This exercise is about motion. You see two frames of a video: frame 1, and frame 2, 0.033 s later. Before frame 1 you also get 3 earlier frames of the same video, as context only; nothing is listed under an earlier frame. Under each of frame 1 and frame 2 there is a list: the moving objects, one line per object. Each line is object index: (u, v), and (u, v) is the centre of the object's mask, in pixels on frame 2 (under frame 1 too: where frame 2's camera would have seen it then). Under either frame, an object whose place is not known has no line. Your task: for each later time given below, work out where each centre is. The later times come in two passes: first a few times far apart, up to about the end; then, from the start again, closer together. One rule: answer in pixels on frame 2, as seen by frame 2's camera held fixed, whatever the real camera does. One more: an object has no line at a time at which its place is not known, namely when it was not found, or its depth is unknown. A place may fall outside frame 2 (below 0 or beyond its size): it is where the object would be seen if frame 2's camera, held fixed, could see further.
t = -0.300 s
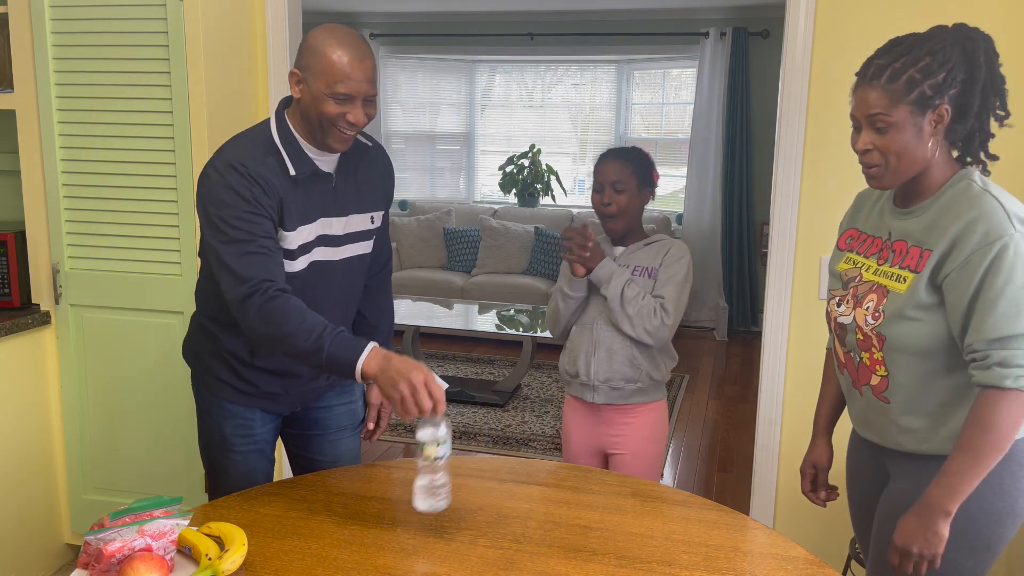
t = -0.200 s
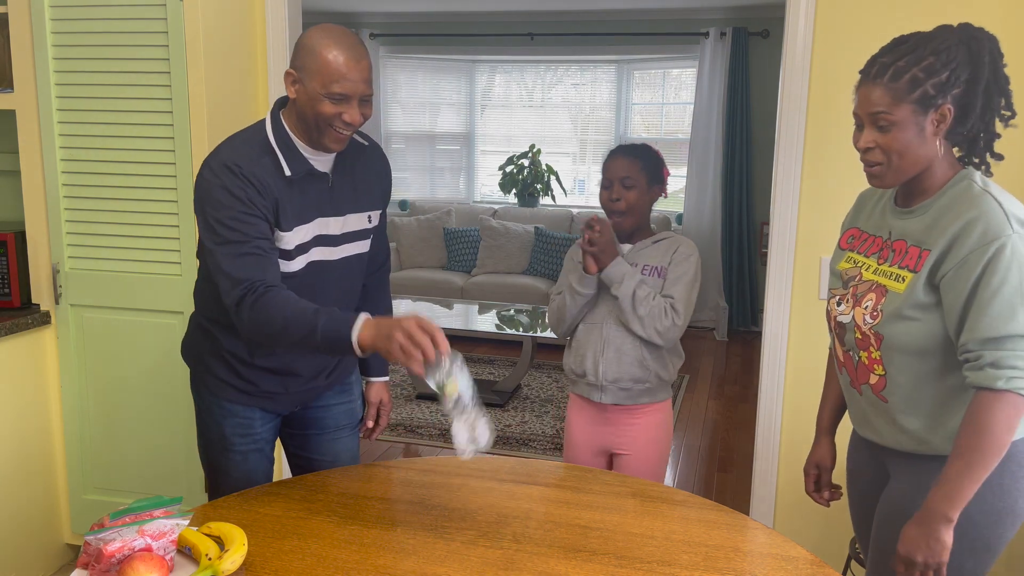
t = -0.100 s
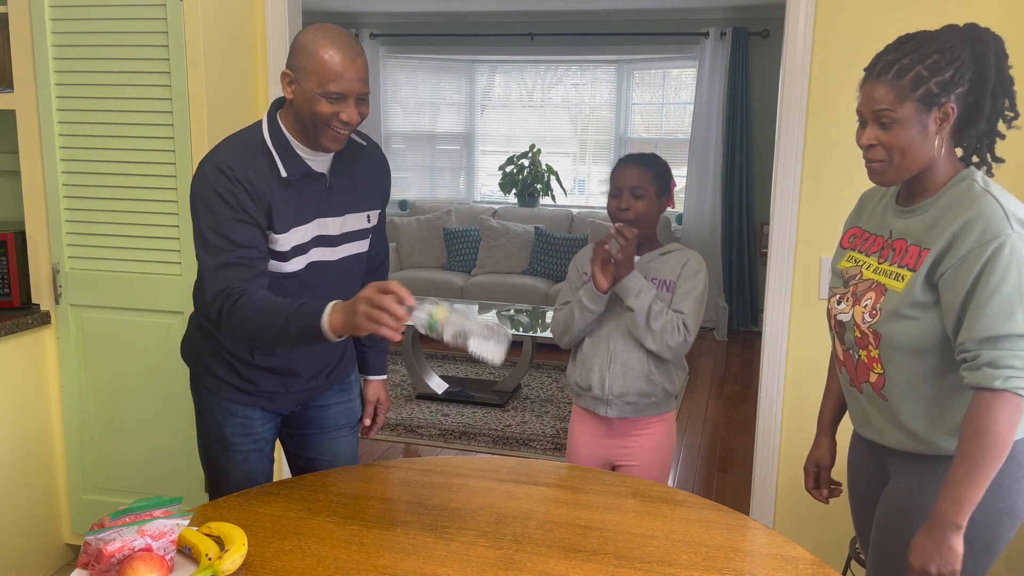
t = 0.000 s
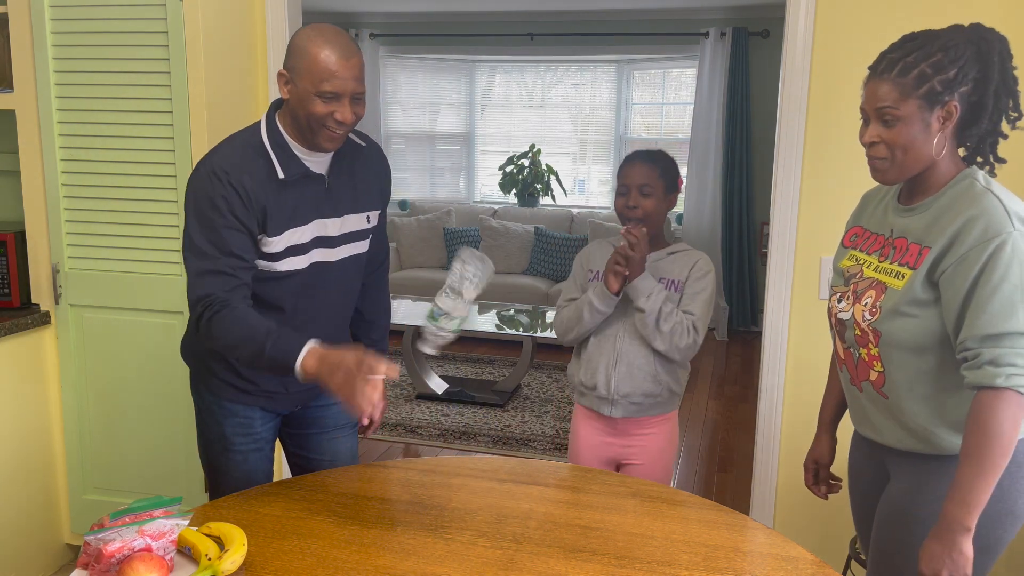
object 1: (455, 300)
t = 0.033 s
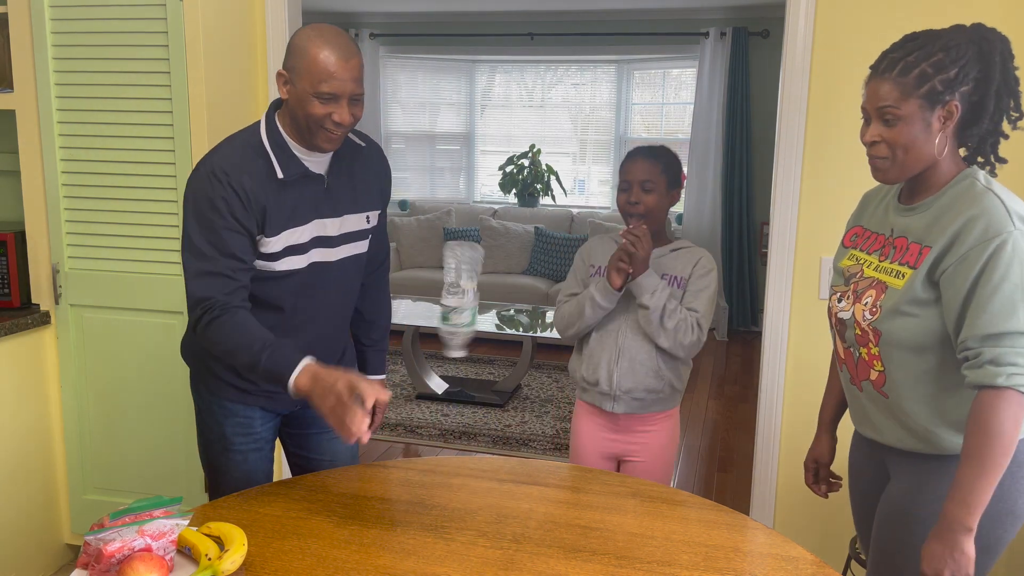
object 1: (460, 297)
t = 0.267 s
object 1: (435, 363)
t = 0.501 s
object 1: (392, 494)
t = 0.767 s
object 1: (399, 510)
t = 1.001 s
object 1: (388, 525)
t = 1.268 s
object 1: (390, 528)
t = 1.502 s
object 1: (391, 529)
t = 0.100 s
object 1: (467, 290)
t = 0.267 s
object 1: (435, 363)
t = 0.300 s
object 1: (429, 396)
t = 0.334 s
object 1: (420, 437)
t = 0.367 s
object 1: (412, 485)
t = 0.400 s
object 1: (409, 495)
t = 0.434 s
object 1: (403, 493)
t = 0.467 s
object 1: (396, 493)
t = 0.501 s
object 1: (392, 494)
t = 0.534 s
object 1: (389, 495)
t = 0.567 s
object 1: (387, 495)
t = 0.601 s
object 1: (387, 496)
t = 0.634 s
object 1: (388, 496)
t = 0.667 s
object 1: (389, 496)
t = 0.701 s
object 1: (392, 498)
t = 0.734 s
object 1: (395, 502)
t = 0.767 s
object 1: (399, 510)
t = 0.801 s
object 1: (398, 521)
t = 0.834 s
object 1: (393, 520)
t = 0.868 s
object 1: (389, 523)
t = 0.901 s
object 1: (387, 524)
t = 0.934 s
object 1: (387, 524)
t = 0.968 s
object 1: (387, 524)
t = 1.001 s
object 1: (388, 525)
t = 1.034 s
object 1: (388, 525)
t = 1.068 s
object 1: (388, 525)
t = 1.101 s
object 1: (389, 526)
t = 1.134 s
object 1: (389, 526)
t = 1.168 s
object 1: (389, 527)
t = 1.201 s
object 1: (390, 527)
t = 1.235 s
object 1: (390, 528)
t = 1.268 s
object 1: (390, 528)
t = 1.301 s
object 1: (390, 529)
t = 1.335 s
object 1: (391, 529)
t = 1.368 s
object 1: (391, 530)
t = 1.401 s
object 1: (391, 530)
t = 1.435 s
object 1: (391, 530)
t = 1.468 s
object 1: (391, 529)
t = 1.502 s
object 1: (391, 529)
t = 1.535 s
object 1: (391, 529)
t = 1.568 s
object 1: (390, 529)
